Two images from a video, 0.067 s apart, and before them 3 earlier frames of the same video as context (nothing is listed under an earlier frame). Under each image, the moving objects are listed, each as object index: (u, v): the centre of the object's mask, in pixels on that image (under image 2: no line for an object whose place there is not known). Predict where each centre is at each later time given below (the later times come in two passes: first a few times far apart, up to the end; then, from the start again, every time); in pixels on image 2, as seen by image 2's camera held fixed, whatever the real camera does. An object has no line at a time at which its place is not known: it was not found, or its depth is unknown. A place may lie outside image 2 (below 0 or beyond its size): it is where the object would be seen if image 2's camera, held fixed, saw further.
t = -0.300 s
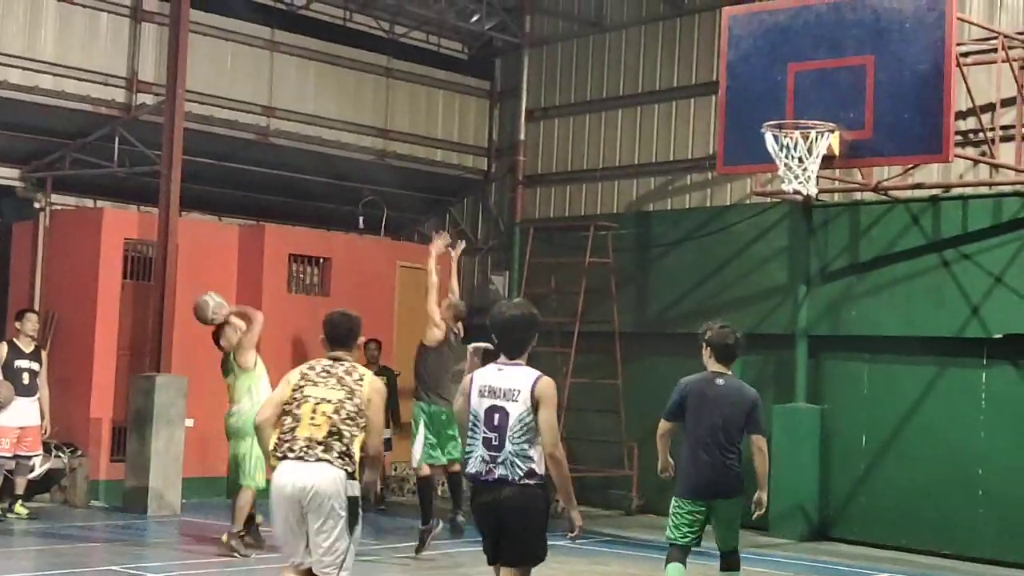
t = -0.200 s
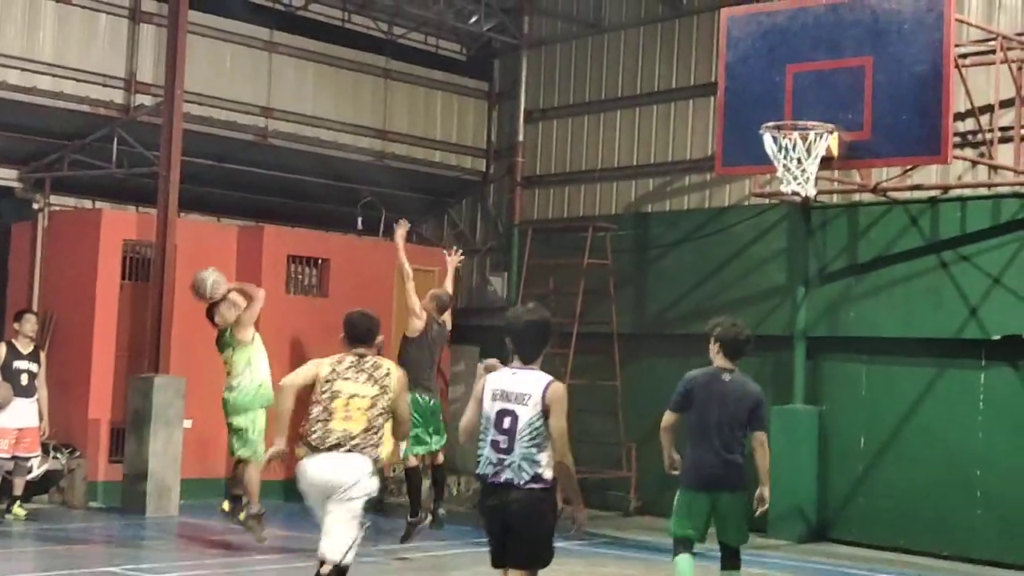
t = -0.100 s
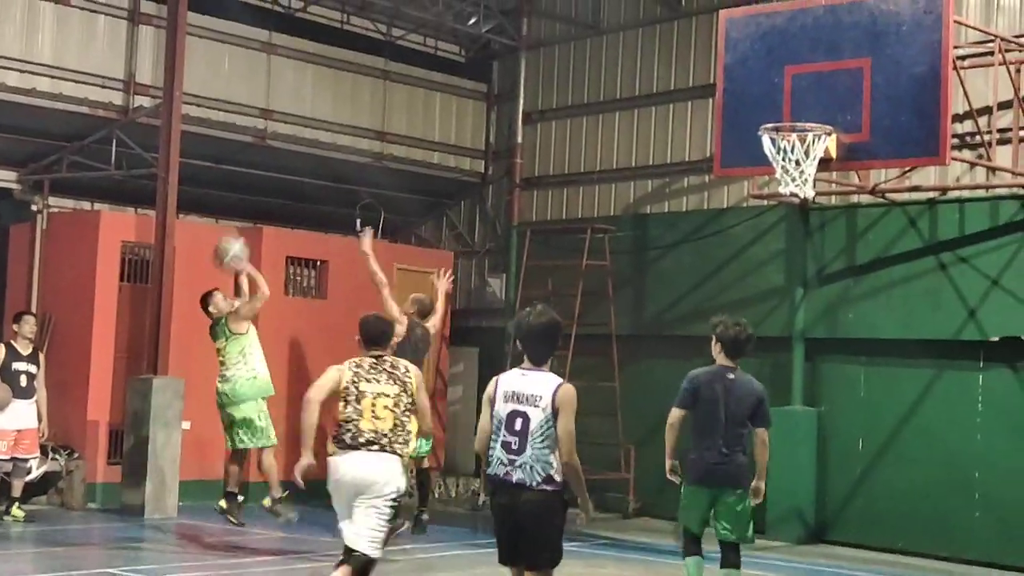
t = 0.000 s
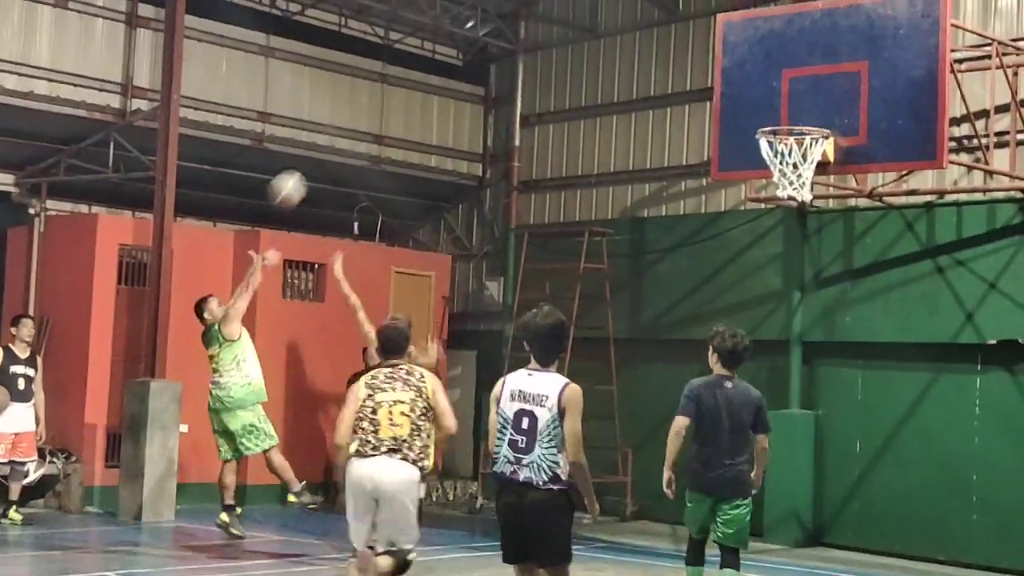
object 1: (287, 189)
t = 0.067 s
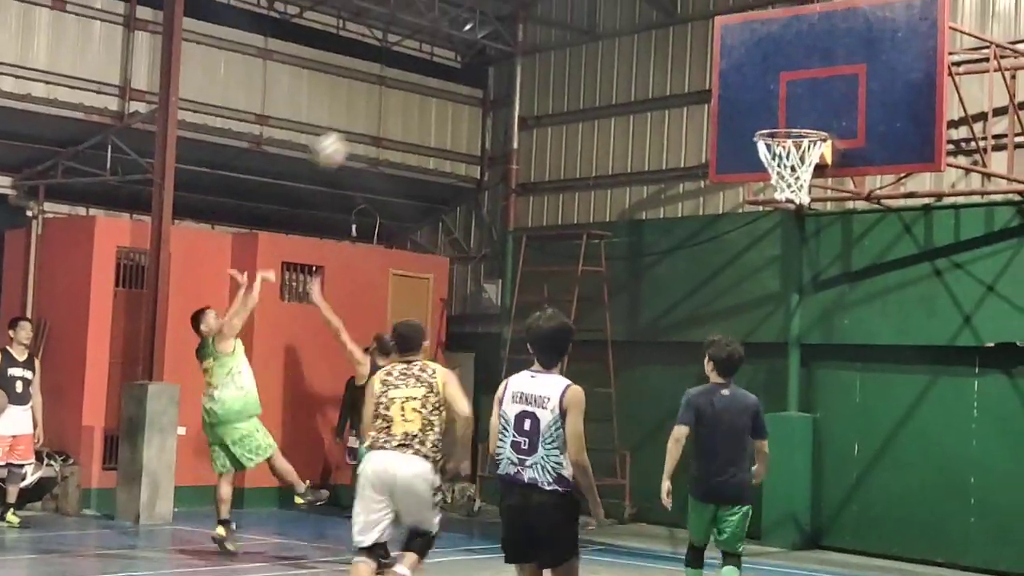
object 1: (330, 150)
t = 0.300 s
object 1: (478, 53)
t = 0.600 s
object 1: (670, 36)
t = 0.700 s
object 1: (735, 57)
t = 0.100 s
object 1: (354, 130)
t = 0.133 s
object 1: (374, 114)
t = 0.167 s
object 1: (395, 99)
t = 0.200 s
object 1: (415, 85)
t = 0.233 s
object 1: (438, 72)
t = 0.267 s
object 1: (458, 62)
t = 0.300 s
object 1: (478, 53)
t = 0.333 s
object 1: (498, 46)
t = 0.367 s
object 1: (520, 39)
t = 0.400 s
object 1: (541, 34)
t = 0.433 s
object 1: (562, 31)
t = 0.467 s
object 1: (584, 29)
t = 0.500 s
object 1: (606, 28)
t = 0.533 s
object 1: (627, 29)
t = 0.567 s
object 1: (648, 31)
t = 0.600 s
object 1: (670, 36)
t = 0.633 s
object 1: (691, 43)
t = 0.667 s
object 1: (713, 50)
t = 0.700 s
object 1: (735, 57)
